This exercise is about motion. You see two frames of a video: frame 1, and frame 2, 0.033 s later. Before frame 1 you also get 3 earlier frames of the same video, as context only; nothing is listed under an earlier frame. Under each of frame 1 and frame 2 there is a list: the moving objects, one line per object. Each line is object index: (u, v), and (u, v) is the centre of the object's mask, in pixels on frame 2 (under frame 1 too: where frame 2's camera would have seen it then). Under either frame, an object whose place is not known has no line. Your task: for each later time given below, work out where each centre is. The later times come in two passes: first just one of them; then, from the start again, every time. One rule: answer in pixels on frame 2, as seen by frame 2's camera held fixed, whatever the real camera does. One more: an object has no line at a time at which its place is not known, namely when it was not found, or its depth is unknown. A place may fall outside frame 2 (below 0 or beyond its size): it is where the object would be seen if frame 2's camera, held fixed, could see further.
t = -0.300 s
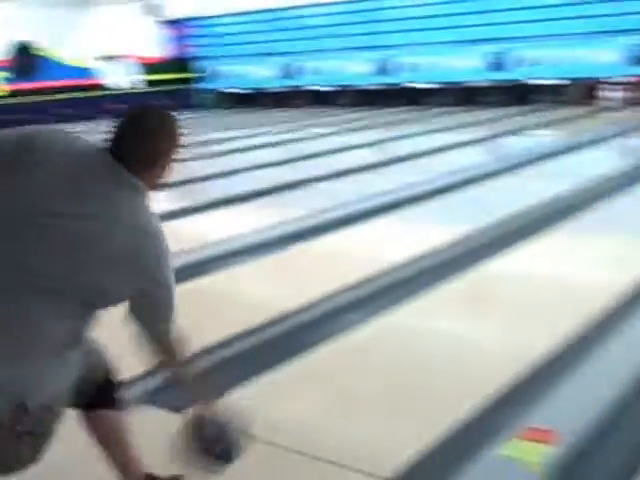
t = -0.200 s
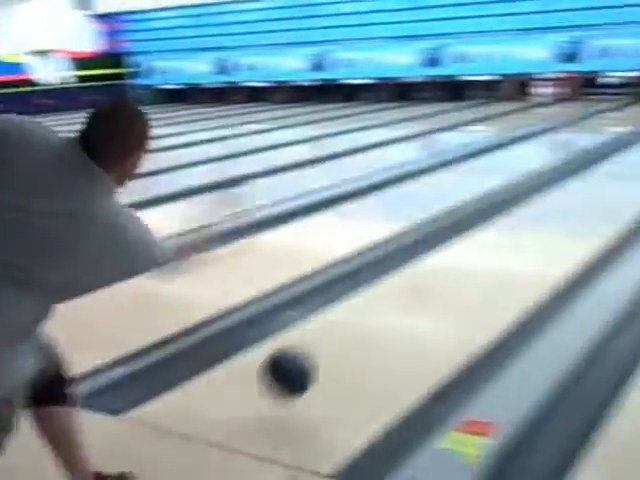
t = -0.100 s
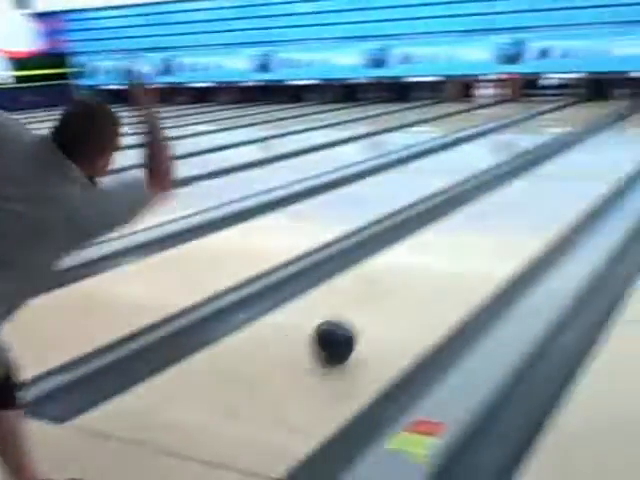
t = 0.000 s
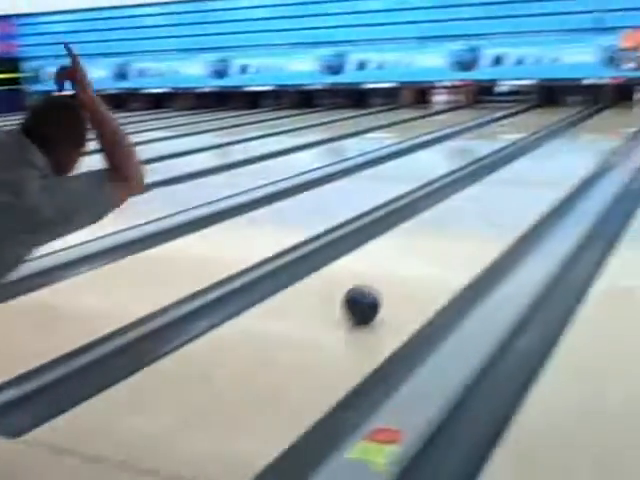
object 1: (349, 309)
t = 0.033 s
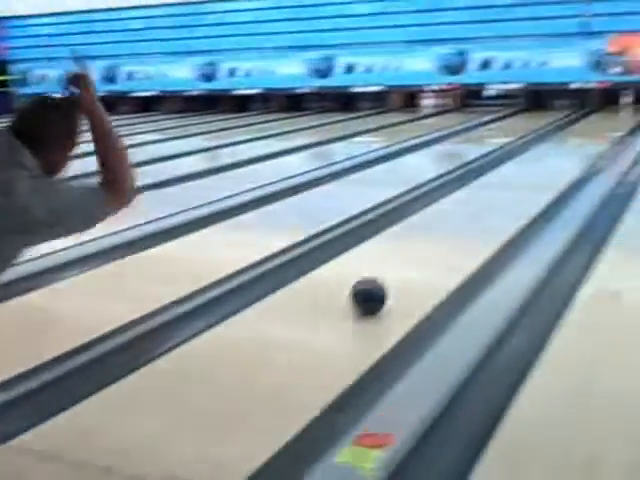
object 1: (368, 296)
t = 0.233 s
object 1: (453, 239)
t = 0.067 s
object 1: (386, 285)
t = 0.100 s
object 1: (402, 274)
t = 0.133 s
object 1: (417, 264)
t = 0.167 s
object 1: (430, 255)
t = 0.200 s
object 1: (442, 247)
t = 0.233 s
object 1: (453, 239)
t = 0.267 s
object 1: (465, 232)
